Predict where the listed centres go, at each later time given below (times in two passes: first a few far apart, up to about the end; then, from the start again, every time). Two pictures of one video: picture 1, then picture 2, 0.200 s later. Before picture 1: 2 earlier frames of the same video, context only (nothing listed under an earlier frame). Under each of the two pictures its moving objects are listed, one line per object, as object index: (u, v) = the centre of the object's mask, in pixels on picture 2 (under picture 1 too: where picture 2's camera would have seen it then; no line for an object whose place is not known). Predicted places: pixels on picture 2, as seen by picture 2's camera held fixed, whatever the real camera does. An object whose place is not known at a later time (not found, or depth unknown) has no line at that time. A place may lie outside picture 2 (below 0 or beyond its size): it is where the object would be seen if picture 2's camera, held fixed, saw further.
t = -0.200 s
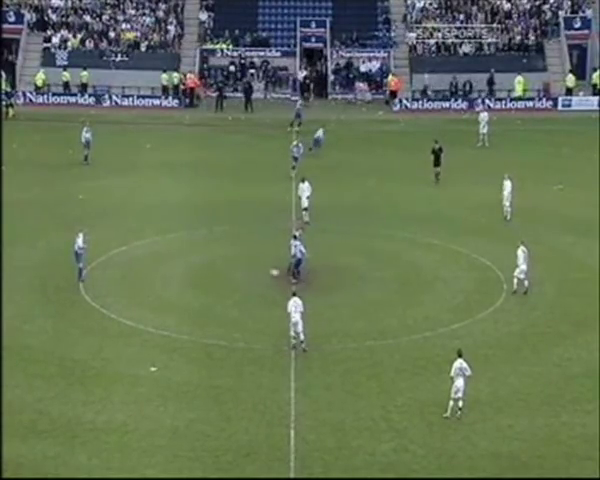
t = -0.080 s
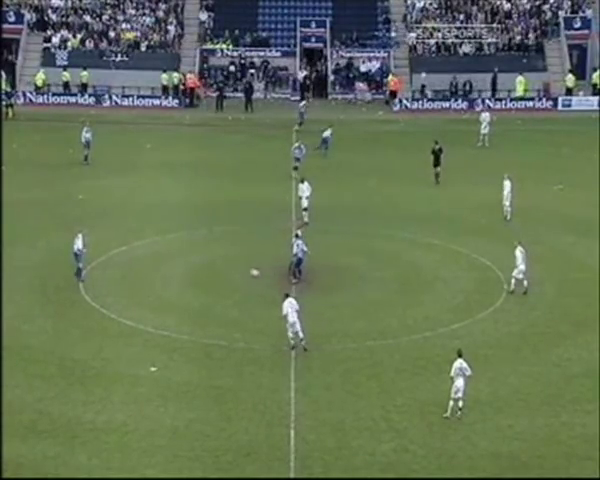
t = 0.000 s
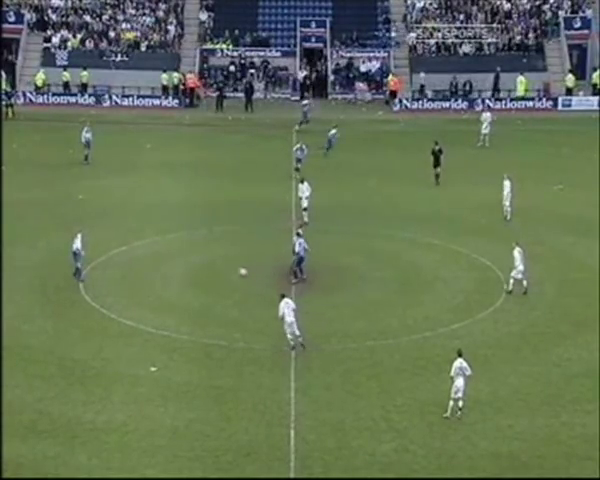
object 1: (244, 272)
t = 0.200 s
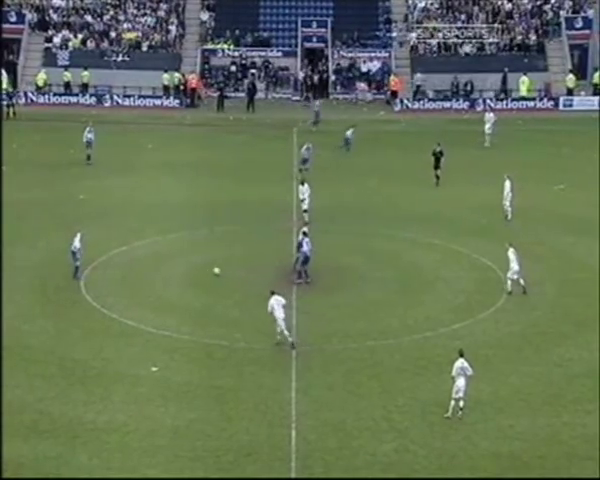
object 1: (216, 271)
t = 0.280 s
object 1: (206, 271)
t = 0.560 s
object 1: (177, 270)
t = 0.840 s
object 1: (156, 270)
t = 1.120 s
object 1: (139, 270)
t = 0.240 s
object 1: (211, 271)
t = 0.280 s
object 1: (206, 271)
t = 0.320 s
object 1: (201, 271)
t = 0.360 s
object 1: (197, 271)
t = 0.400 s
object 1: (192, 271)
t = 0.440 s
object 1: (188, 271)
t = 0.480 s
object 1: (184, 271)
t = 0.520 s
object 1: (180, 270)
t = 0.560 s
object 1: (177, 270)
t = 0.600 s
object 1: (173, 270)
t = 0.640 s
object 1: (170, 270)
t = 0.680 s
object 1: (167, 270)
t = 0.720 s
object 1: (164, 270)
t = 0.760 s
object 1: (161, 270)
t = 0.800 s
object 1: (159, 270)
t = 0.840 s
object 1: (156, 270)
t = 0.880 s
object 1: (154, 270)
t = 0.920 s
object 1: (151, 270)
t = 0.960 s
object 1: (148, 270)
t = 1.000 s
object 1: (146, 270)
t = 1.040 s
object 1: (144, 270)
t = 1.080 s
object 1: (141, 270)
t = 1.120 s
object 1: (139, 270)
